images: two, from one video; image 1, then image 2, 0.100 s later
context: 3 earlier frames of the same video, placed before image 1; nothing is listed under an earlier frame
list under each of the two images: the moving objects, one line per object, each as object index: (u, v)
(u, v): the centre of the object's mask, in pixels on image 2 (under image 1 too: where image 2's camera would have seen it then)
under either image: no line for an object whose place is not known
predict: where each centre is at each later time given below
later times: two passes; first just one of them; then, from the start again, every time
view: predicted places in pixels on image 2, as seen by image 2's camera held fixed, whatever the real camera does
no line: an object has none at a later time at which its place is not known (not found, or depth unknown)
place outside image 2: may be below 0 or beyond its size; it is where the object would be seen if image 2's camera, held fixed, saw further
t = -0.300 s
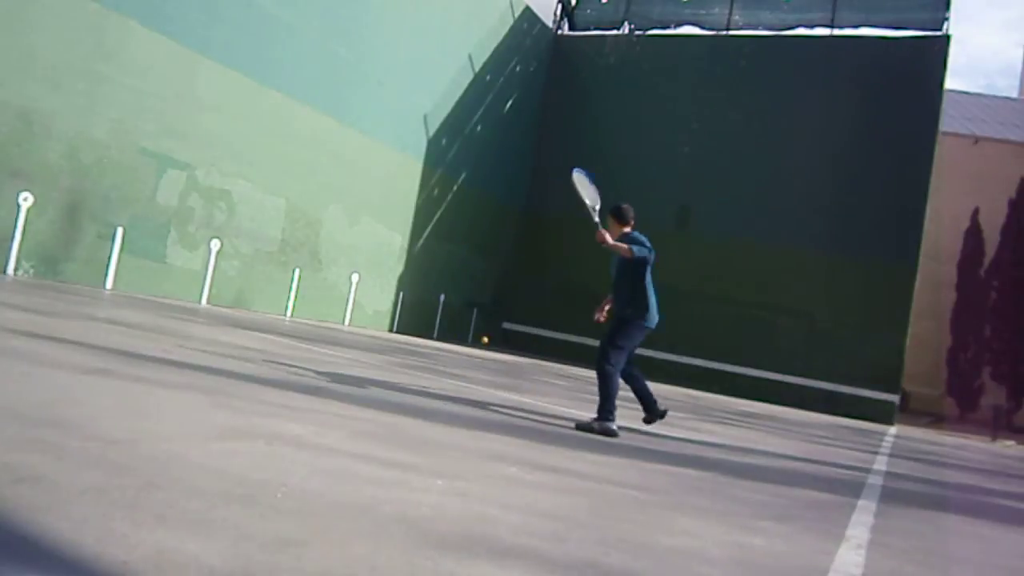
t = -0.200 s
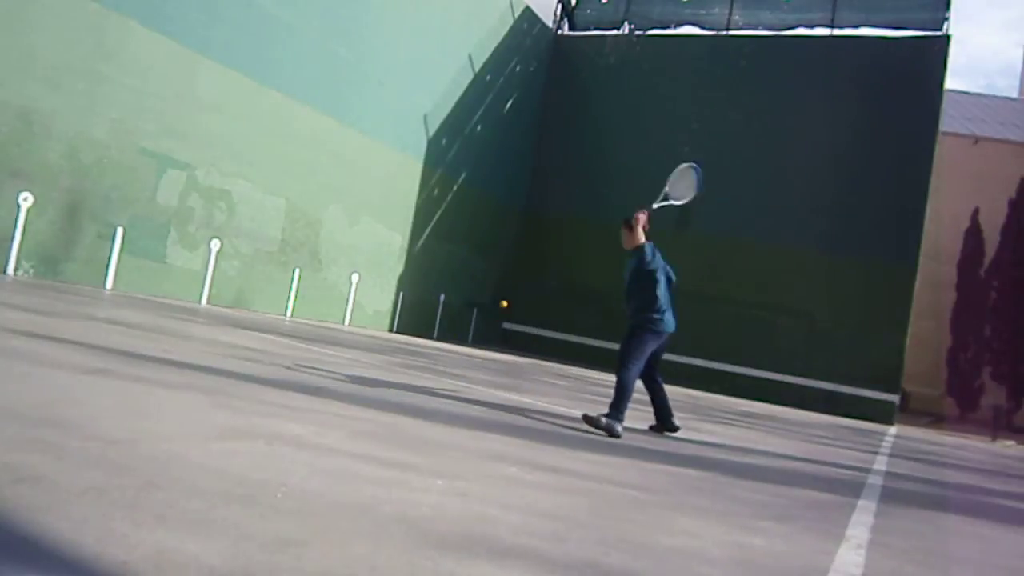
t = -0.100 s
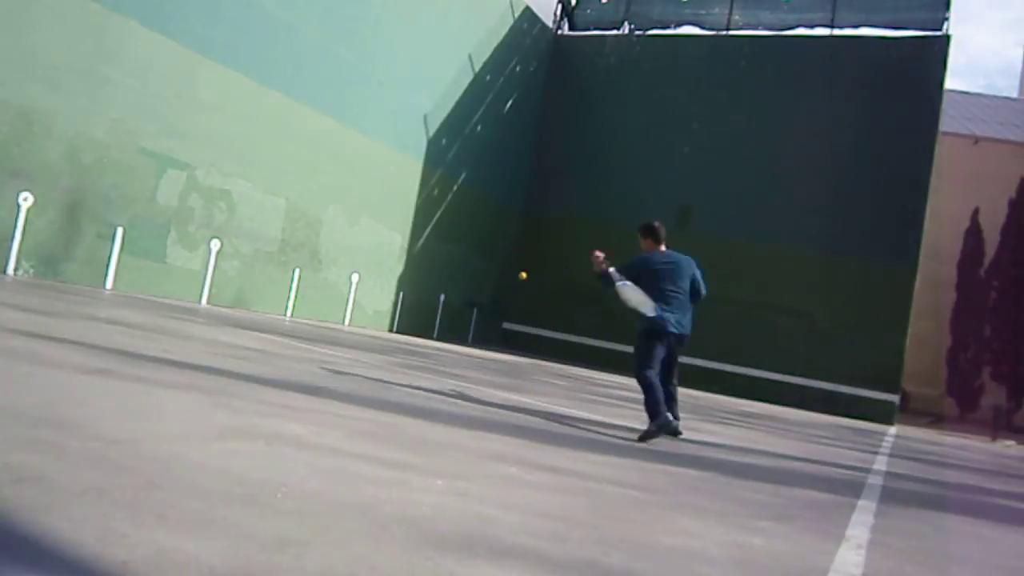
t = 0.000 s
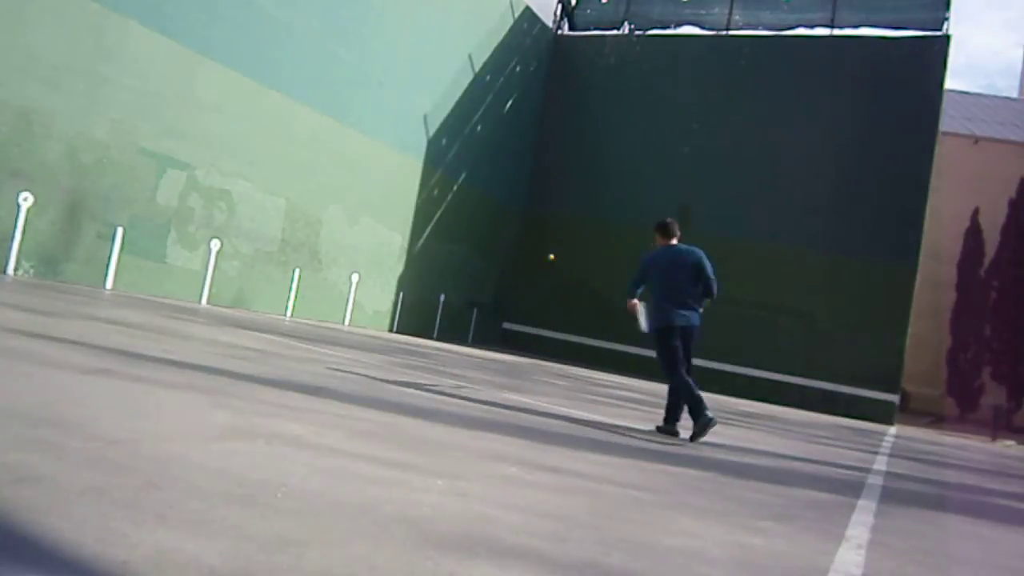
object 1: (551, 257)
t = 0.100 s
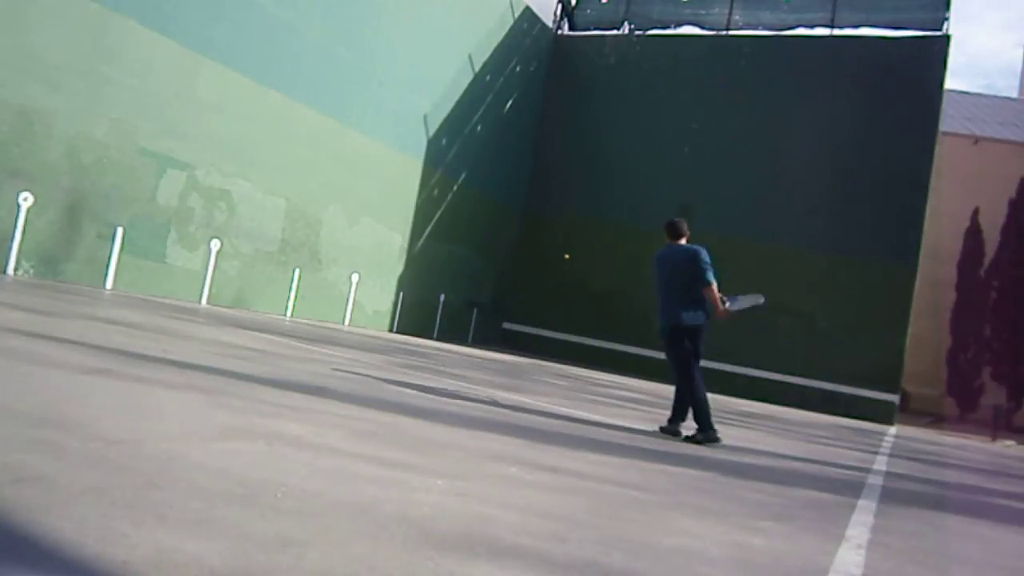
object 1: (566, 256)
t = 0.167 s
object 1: (571, 259)
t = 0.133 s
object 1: (569, 258)
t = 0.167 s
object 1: (571, 259)
